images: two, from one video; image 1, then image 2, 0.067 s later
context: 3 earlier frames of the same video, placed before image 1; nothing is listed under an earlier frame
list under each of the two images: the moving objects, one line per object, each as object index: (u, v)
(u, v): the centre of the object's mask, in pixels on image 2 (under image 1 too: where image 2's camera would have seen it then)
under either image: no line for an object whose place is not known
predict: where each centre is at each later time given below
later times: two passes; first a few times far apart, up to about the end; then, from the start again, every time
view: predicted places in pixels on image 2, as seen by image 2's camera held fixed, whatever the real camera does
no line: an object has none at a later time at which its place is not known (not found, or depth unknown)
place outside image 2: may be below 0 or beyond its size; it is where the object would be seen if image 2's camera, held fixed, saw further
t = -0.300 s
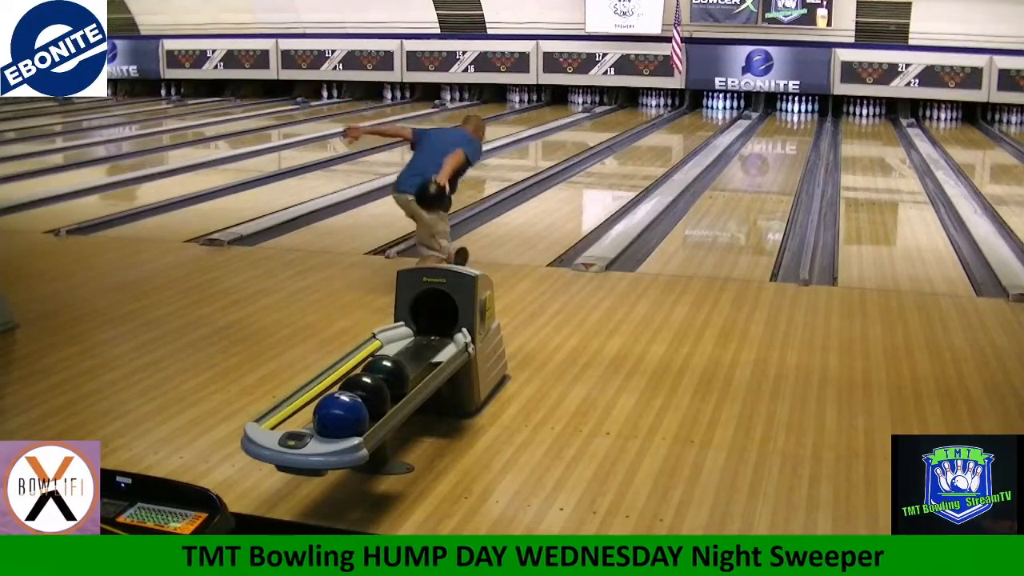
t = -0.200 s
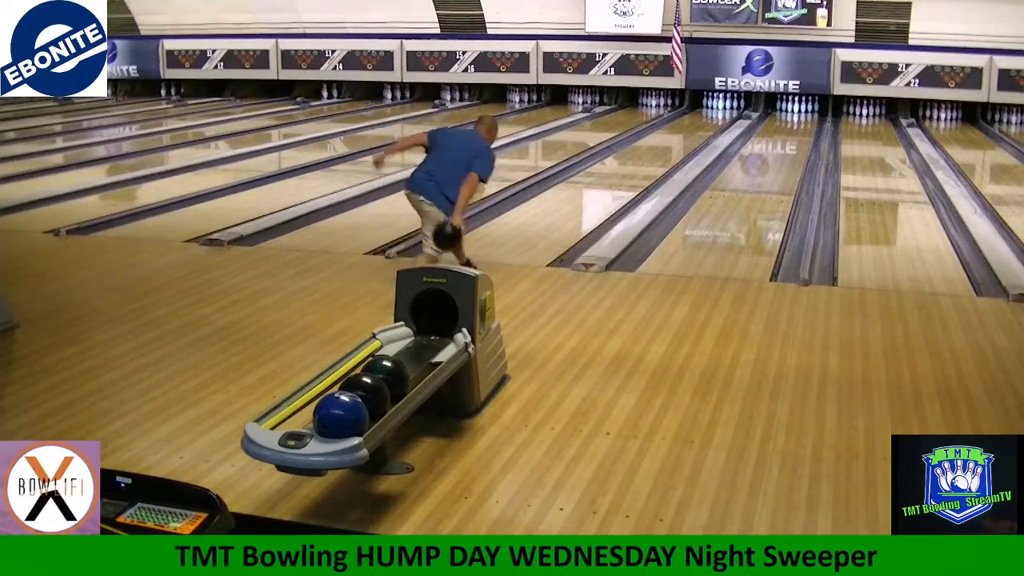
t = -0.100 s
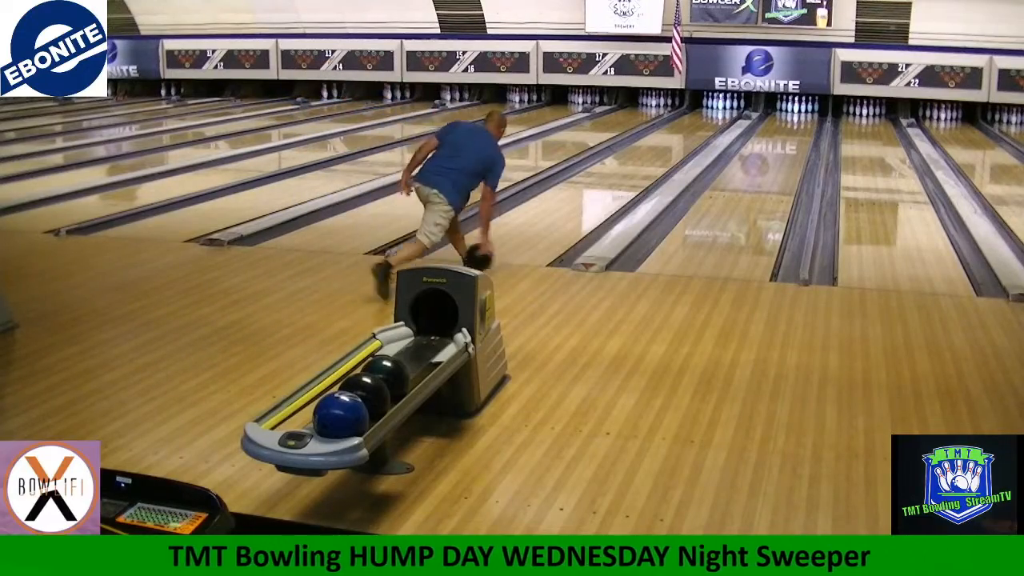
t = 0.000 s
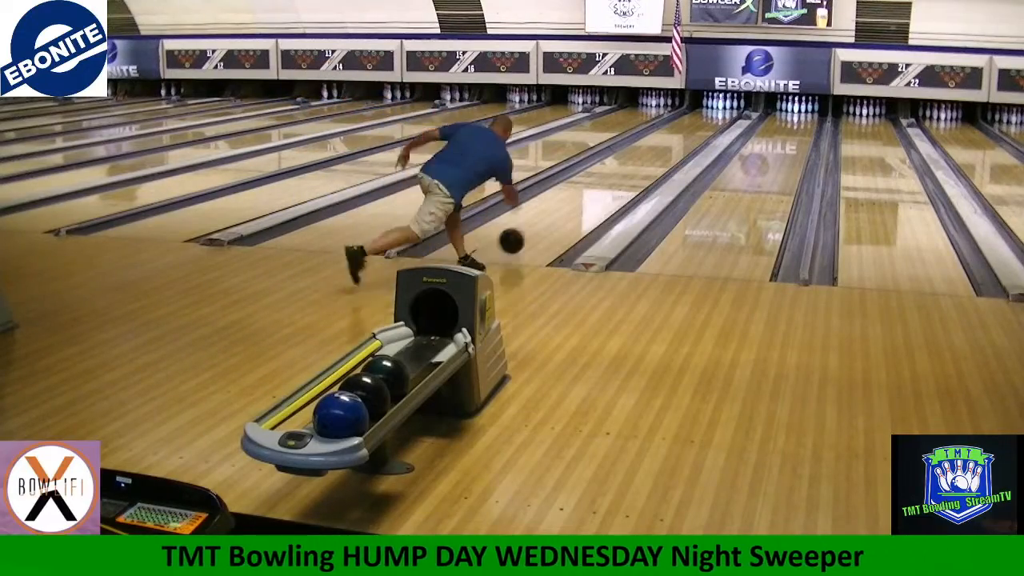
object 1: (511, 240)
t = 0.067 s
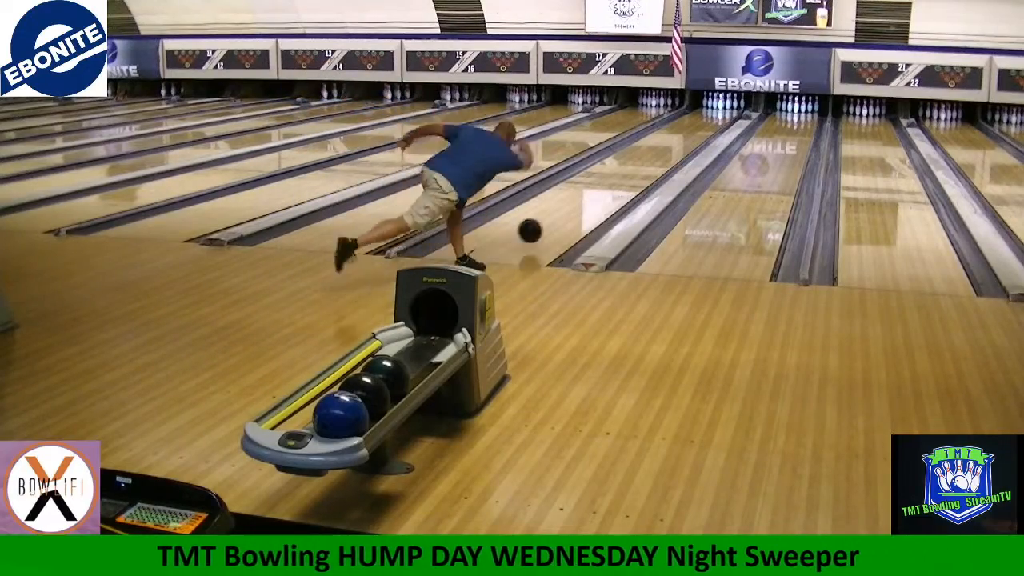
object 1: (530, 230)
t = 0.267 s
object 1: (575, 207)
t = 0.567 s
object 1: (622, 177)
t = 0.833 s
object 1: (651, 157)
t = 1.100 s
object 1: (673, 142)
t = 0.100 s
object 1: (538, 227)
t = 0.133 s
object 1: (546, 226)
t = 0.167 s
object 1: (554, 220)
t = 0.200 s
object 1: (561, 216)
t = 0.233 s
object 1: (568, 212)
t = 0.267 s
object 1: (575, 207)
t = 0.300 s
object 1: (581, 203)
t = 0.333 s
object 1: (587, 199)
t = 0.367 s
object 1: (593, 196)
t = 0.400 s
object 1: (598, 192)
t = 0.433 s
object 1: (603, 189)
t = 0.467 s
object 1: (608, 185)
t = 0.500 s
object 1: (613, 183)
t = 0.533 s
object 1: (618, 180)
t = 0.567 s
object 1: (622, 177)
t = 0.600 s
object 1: (626, 174)
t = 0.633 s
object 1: (630, 172)
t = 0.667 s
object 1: (634, 169)
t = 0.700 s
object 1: (638, 166)
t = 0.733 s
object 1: (641, 164)
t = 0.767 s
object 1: (645, 162)
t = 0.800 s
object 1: (648, 160)
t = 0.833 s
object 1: (651, 157)
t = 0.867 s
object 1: (654, 155)
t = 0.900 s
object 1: (657, 153)
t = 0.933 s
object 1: (660, 152)
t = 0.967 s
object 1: (663, 149)
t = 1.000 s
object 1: (666, 148)
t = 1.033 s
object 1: (668, 146)
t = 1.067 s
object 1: (671, 144)
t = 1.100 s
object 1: (673, 142)
